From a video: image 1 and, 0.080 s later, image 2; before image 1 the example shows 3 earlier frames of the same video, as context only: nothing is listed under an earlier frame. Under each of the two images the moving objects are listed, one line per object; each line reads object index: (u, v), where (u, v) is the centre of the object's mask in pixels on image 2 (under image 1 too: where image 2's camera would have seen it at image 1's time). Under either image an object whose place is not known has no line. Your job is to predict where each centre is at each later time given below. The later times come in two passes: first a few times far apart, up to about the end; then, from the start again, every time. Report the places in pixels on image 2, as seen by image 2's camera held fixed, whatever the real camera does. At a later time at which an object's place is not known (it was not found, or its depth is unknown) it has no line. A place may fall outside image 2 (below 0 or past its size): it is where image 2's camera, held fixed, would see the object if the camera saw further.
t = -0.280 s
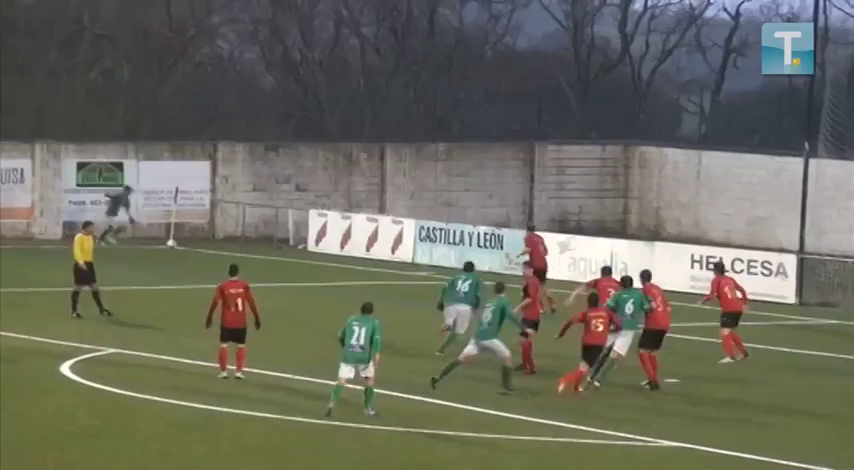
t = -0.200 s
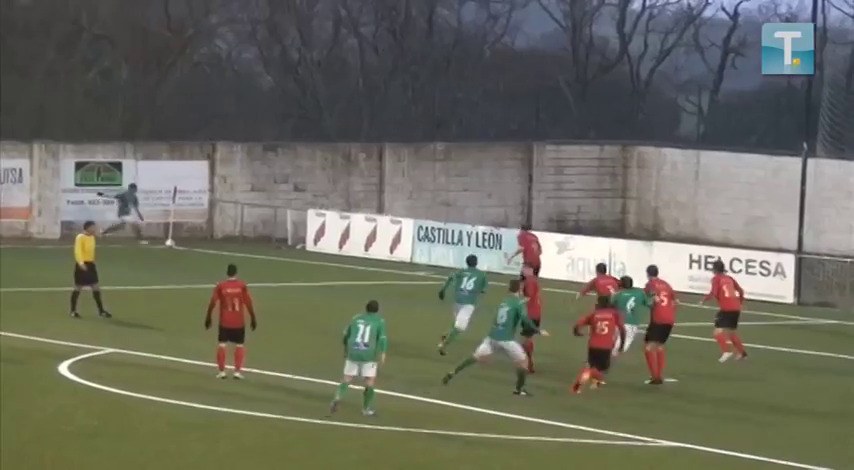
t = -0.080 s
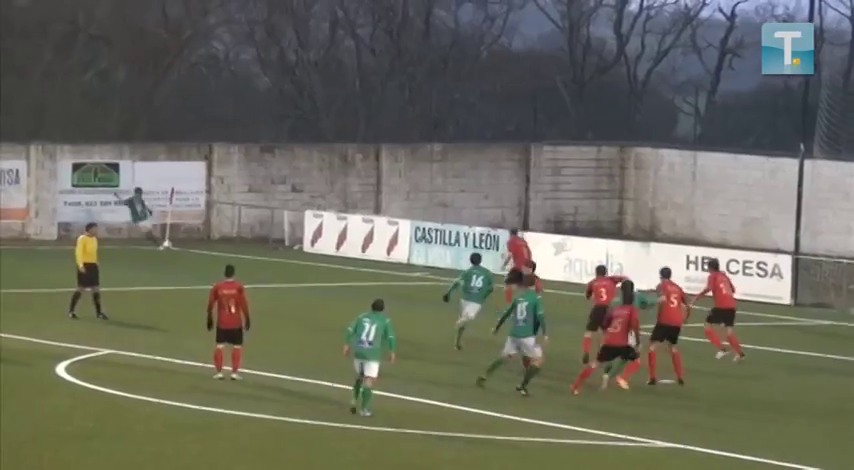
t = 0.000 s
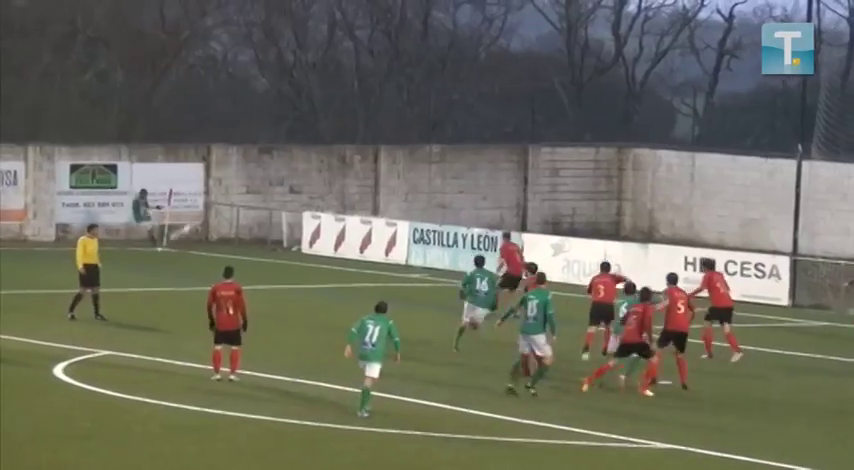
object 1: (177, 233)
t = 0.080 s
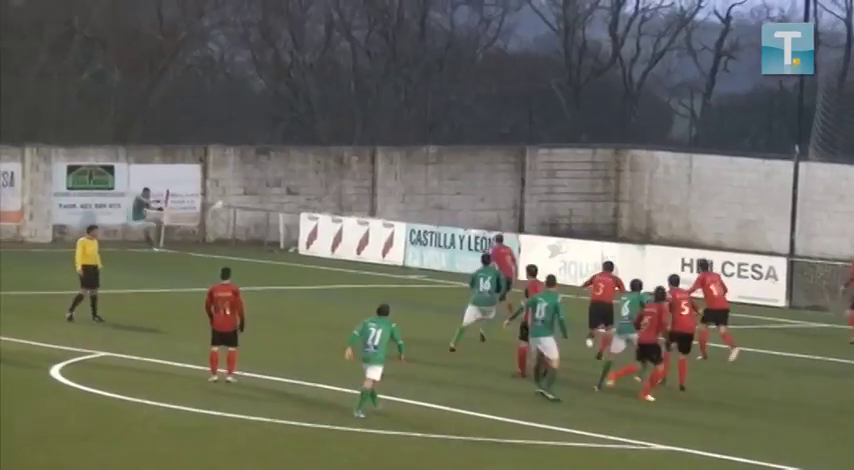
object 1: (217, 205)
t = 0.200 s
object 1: (269, 169)
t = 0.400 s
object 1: (344, 122)
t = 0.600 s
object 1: (409, 87)
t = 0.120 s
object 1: (237, 192)
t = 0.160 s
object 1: (252, 180)
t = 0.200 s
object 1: (269, 169)
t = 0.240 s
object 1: (285, 159)
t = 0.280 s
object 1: (300, 149)
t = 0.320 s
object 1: (315, 140)
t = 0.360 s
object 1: (330, 131)
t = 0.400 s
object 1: (344, 122)
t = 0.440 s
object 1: (358, 114)
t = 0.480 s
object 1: (371, 106)
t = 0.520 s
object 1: (384, 99)
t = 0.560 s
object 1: (397, 93)
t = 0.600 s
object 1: (409, 87)
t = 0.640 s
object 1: (421, 82)
